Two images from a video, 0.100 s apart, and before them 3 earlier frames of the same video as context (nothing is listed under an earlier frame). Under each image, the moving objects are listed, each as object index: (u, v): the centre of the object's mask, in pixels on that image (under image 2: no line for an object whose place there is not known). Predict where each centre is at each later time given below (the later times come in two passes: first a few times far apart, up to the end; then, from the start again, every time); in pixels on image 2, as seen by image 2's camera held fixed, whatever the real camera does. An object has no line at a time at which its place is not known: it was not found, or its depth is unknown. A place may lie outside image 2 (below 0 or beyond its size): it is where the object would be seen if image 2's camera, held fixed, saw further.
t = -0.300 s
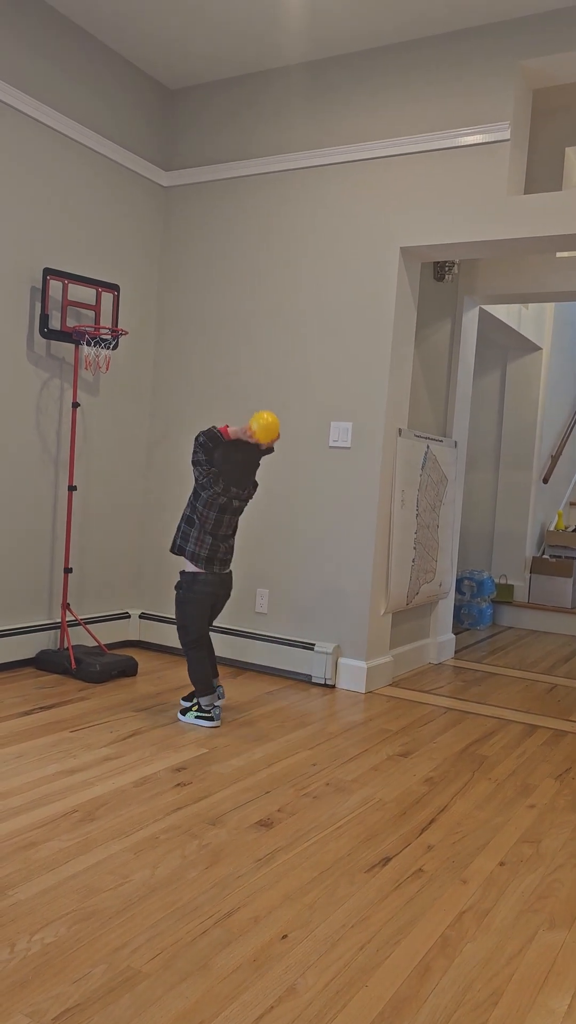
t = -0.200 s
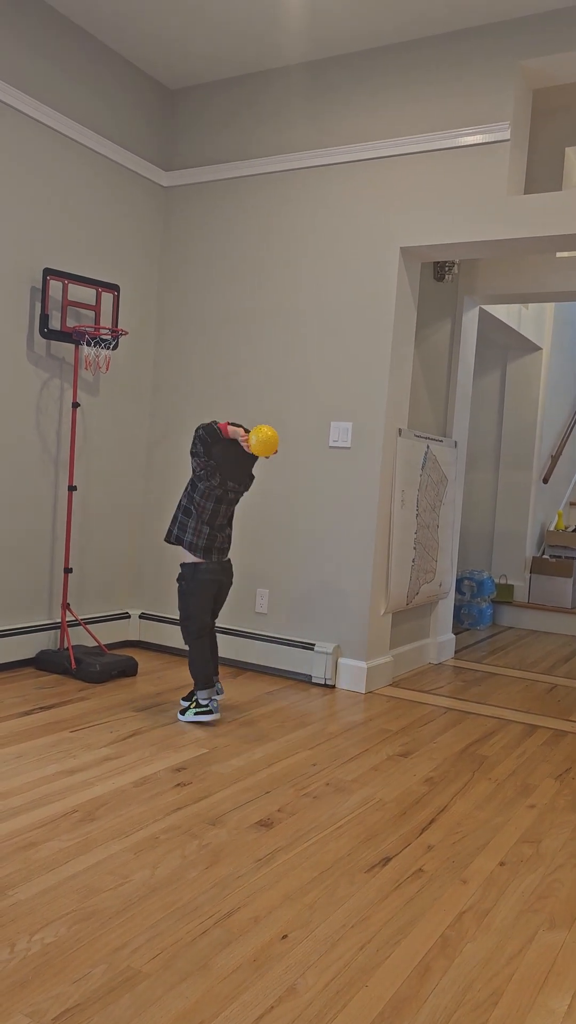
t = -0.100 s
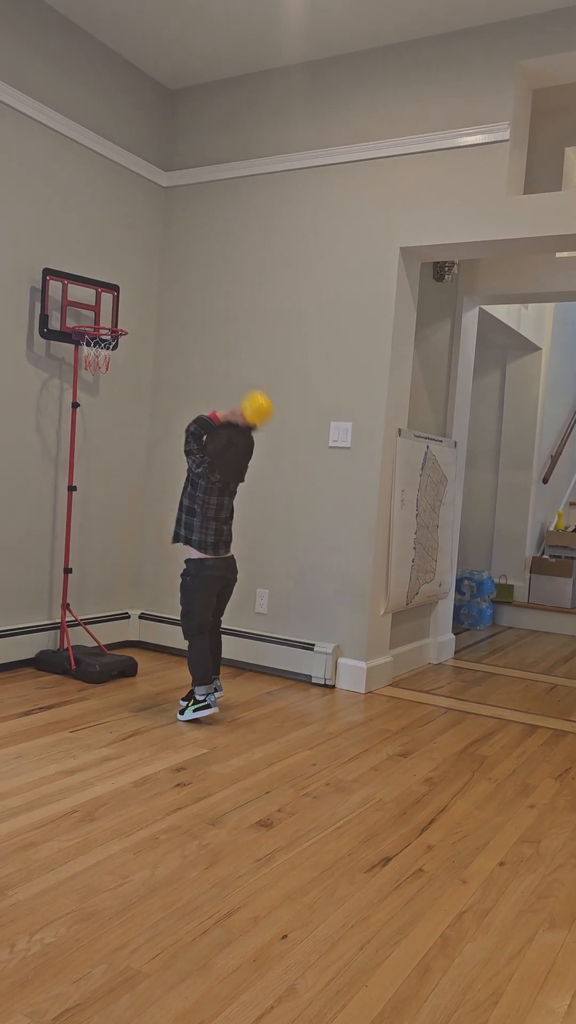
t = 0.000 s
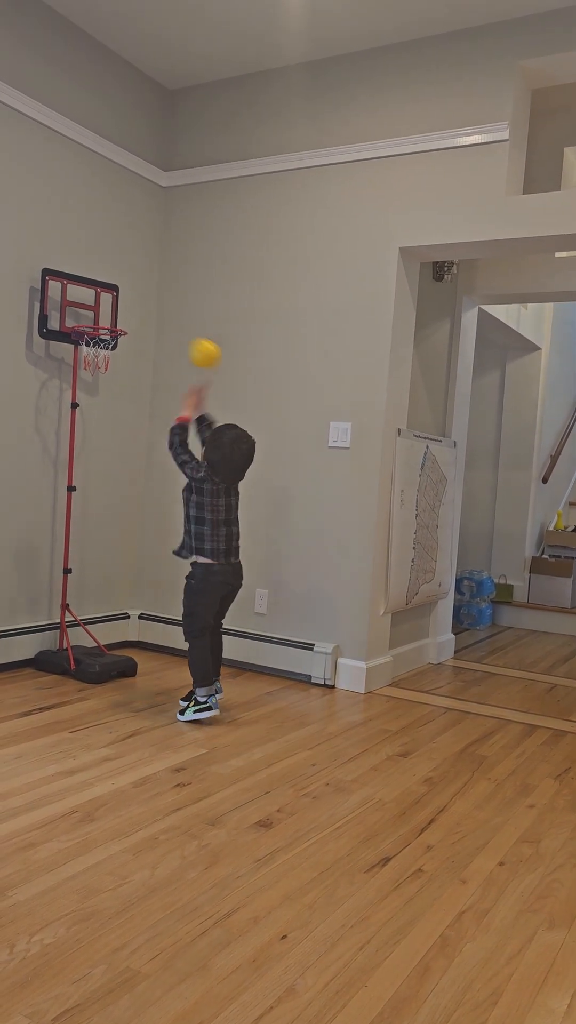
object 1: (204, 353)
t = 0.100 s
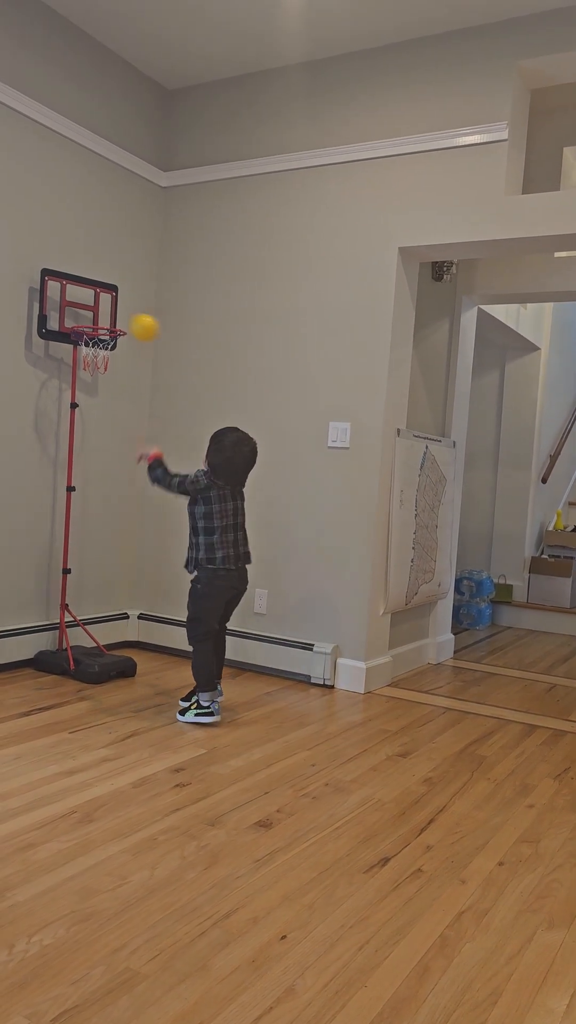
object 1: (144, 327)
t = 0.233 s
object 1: (147, 297)
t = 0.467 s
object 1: (239, 292)
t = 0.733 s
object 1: (350, 445)
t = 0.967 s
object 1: (451, 736)
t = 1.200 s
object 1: (534, 579)
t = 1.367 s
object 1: (581, 520)
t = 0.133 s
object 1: (125, 324)
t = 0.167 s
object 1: (122, 320)
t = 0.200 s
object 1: (135, 307)
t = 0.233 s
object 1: (147, 297)
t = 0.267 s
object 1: (160, 290)
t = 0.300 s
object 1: (173, 285)
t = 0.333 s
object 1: (186, 282)
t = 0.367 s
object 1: (199, 282)
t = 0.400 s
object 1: (213, 283)
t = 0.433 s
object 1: (227, 286)
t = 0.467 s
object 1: (239, 292)
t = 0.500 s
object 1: (252, 301)
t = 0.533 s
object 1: (266, 314)
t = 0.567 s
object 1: (280, 329)
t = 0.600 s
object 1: (293, 346)
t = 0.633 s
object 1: (307, 367)
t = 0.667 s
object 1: (322, 391)
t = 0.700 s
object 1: (335, 415)
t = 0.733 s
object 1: (350, 445)
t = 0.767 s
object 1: (363, 476)
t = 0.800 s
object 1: (378, 511)
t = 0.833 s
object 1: (392, 550)
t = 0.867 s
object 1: (406, 593)
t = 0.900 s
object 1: (420, 636)
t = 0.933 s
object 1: (435, 684)
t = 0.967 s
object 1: (451, 736)
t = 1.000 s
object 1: (464, 759)
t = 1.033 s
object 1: (476, 721)
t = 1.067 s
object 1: (488, 686)
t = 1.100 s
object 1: (500, 654)
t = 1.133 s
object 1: (510, 627)
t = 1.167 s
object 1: (522, 601)
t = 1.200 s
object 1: (534, 579)
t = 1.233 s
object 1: (544, 561)
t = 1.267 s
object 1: (555, 547)
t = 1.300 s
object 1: (565, 534)
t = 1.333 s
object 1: (574, 526)
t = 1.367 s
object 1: (581, 520)
